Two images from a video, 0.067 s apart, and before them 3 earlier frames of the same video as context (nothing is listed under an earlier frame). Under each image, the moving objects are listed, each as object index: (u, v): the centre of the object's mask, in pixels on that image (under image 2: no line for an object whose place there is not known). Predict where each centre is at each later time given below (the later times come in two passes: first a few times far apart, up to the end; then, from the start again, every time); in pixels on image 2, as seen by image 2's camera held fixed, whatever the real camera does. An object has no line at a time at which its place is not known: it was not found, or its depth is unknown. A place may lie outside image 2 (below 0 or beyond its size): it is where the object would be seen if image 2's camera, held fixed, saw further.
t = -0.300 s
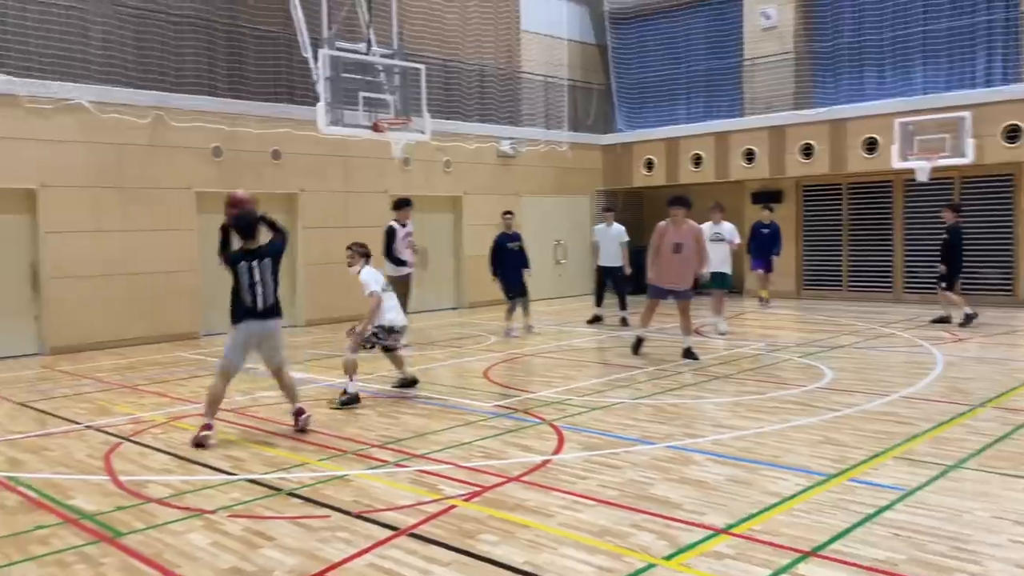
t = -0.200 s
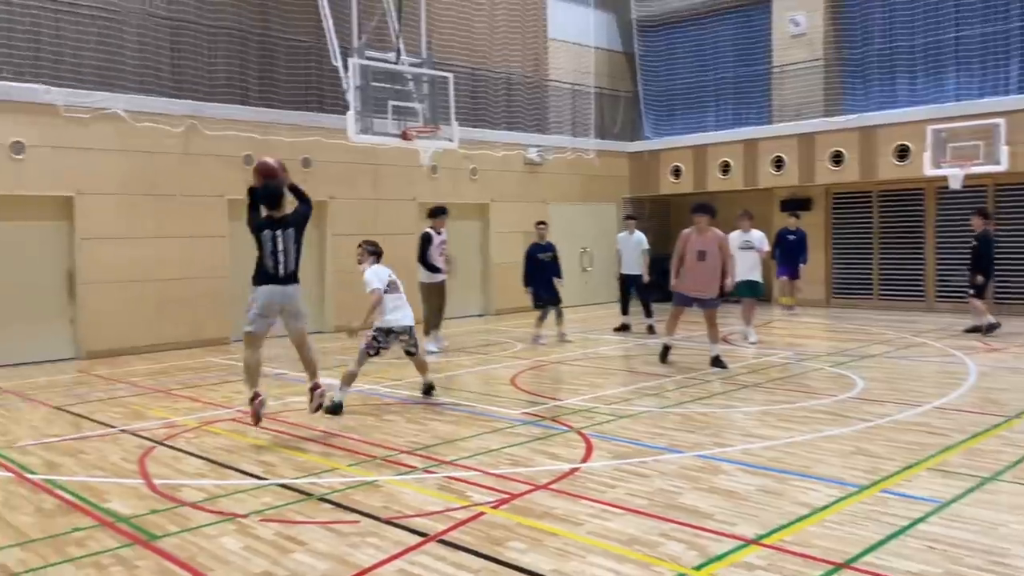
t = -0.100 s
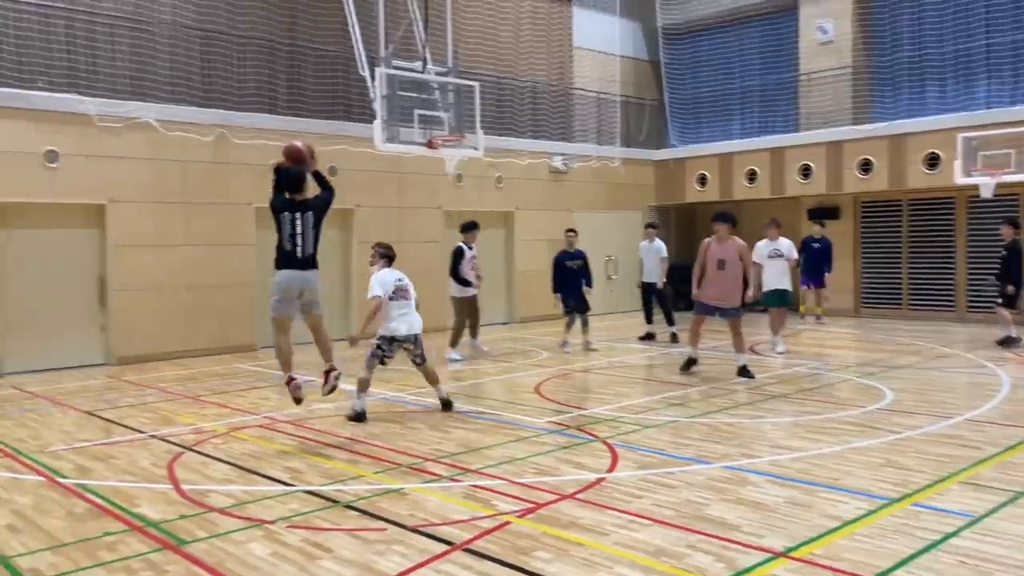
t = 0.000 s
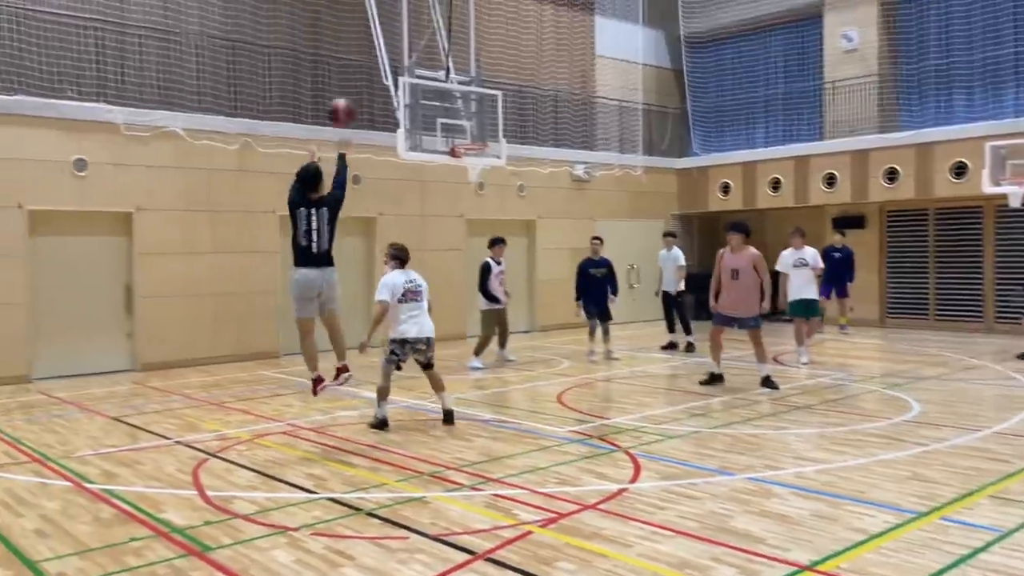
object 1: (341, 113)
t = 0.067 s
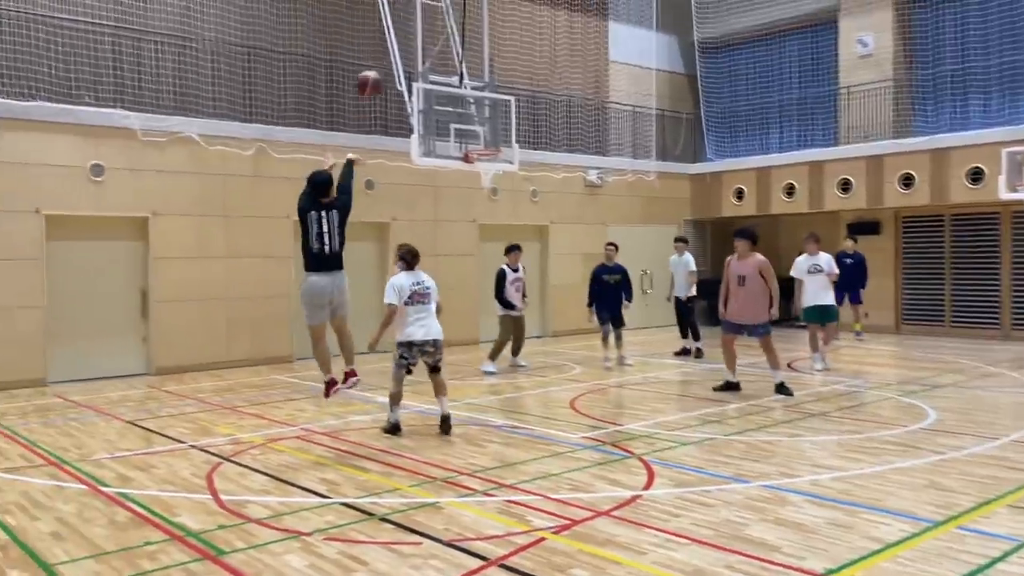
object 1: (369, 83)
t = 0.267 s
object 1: (406, 24)
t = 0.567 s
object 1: (446, 25)
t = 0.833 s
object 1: (476, 80)
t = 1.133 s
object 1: (479, 153)
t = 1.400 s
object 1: (480, 168)
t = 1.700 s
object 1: (461, 197)
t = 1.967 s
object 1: (448, 274)
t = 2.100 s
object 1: (442, 332)
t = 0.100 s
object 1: (376, 71)
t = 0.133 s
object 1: (382, 58)
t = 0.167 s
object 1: (388, 48)
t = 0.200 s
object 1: (394, 39)
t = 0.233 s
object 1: (400, 31)
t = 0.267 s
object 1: (406, 24)
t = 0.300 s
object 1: (411, 20)
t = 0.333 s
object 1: (416, 18)
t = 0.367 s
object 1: (421, 17)
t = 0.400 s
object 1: (425, 14)
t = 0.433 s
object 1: (429, 16)
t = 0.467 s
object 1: (432, 16)
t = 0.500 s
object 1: (436, 17)
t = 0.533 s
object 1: (443, 22)
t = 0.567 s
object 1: (446, 25)
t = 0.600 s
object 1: (450, 29)
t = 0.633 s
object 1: (454, 34)
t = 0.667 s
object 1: (457, 41)
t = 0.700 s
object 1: (461, 48)
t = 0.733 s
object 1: (464, 54)
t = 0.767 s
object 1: (469, 64)
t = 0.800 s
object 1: (474, 72)
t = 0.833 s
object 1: (476, 80)
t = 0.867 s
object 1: (480, 88)
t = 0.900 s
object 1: (482, 99)
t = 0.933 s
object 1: (484, 110)
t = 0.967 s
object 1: (486, 121)
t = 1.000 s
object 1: (489, 133)
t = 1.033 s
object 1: (493, 145)
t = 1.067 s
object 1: (492, 149)
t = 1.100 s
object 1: (484, 154)
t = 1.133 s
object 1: (479, 153)
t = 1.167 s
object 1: (479, 152)
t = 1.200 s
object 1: (484, 153)
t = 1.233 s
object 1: (493, 154)
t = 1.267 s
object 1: (493, 155)
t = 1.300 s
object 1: (492, 157)
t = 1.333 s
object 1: (487, 161)
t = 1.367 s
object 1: (485, 165)
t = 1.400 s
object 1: (480, 168)
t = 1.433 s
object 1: (477, 168)
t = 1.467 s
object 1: (475, 170)
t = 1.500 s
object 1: (472, 172)
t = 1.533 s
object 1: (470, 174)
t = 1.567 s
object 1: (468, 177)
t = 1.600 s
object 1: (467, 181)
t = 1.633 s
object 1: (465, 186)
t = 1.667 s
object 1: (463, 191)
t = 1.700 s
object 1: (461, 197)
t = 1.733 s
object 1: (460, 204)
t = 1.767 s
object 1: (458, 212)
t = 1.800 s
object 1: (456, 220)
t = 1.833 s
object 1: (455, 230)
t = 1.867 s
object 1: (453, 240)
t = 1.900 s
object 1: (452, 251)
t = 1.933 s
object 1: (450, 262)
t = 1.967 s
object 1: (448, 274)
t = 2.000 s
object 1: (447, 288)
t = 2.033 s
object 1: (445, 302)
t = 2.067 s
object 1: (443, 316)
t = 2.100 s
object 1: (442, 332)
